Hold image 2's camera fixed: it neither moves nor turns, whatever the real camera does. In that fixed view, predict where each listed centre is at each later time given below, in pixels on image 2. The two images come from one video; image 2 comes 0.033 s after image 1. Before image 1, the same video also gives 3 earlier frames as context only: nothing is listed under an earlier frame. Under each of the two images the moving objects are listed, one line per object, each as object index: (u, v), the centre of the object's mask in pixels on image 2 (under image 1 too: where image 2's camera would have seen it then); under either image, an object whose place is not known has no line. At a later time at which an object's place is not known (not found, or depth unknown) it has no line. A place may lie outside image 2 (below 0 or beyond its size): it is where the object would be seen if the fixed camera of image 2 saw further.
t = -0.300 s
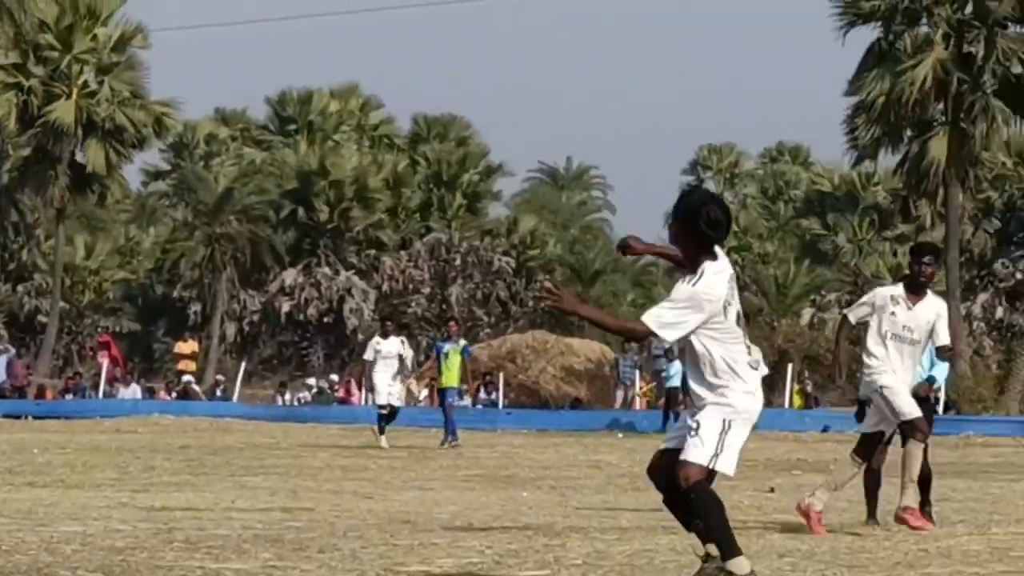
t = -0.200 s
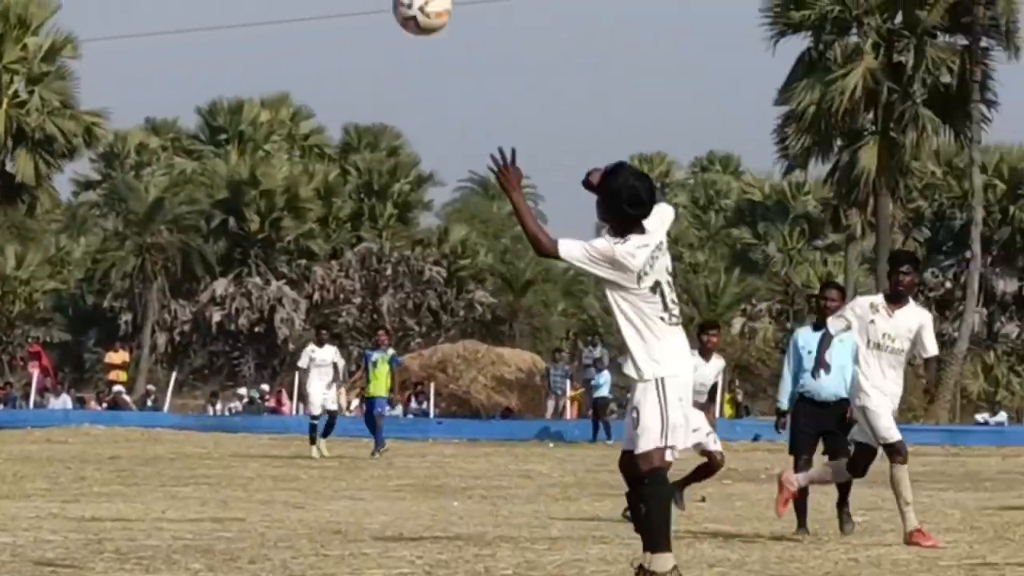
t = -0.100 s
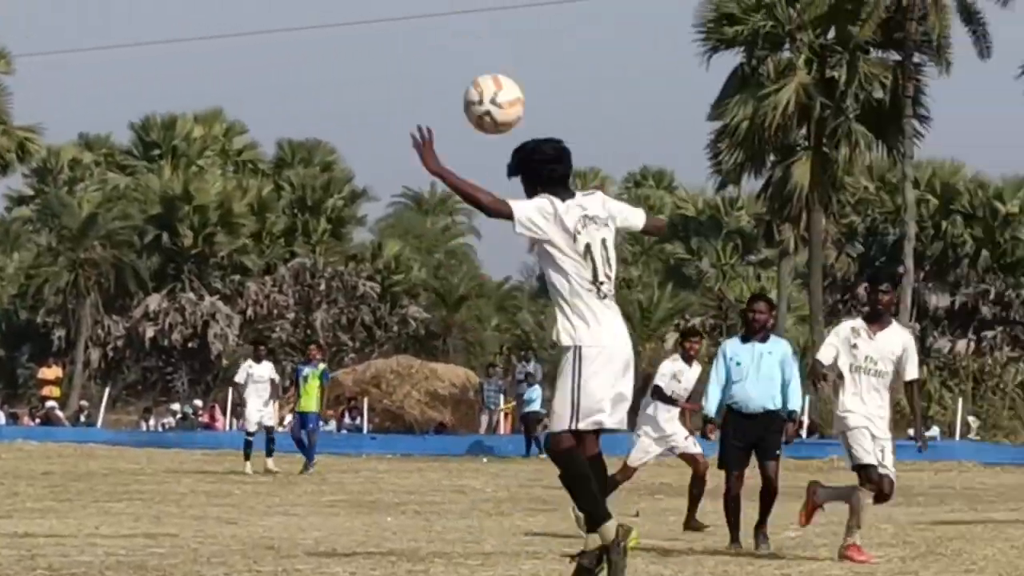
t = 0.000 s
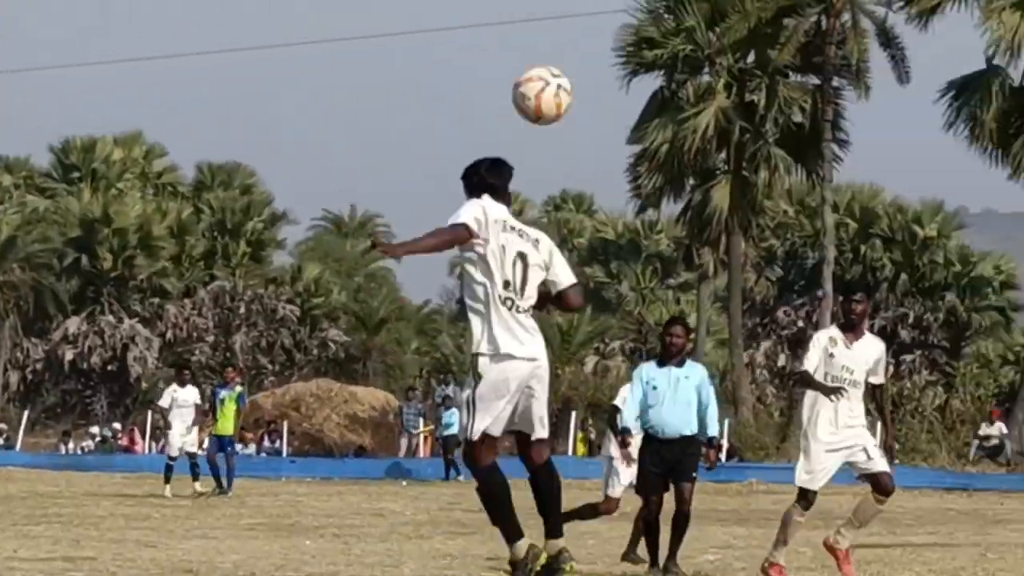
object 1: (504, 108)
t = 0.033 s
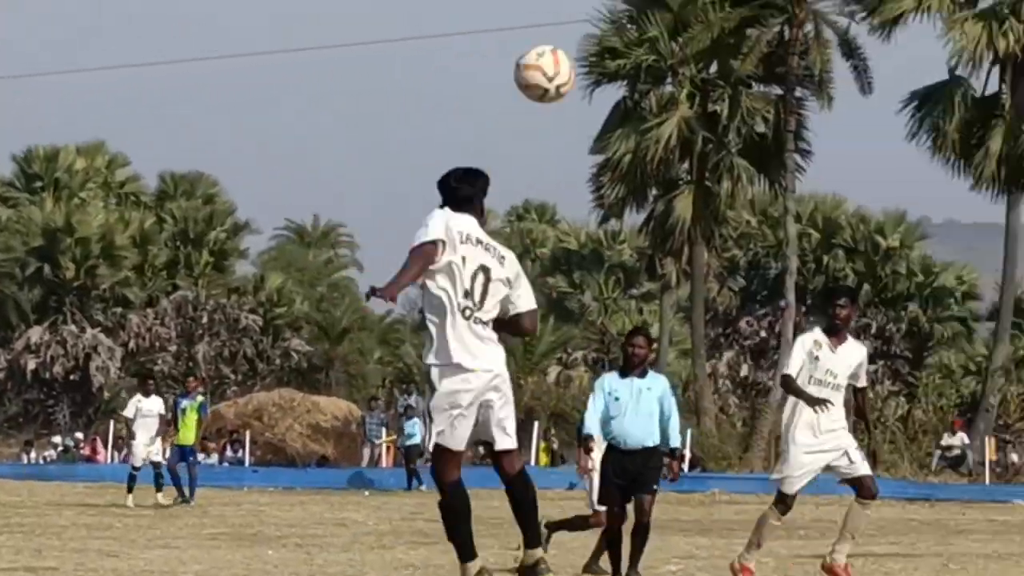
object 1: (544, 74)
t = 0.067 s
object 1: (583, 43)
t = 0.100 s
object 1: (619, 17)
